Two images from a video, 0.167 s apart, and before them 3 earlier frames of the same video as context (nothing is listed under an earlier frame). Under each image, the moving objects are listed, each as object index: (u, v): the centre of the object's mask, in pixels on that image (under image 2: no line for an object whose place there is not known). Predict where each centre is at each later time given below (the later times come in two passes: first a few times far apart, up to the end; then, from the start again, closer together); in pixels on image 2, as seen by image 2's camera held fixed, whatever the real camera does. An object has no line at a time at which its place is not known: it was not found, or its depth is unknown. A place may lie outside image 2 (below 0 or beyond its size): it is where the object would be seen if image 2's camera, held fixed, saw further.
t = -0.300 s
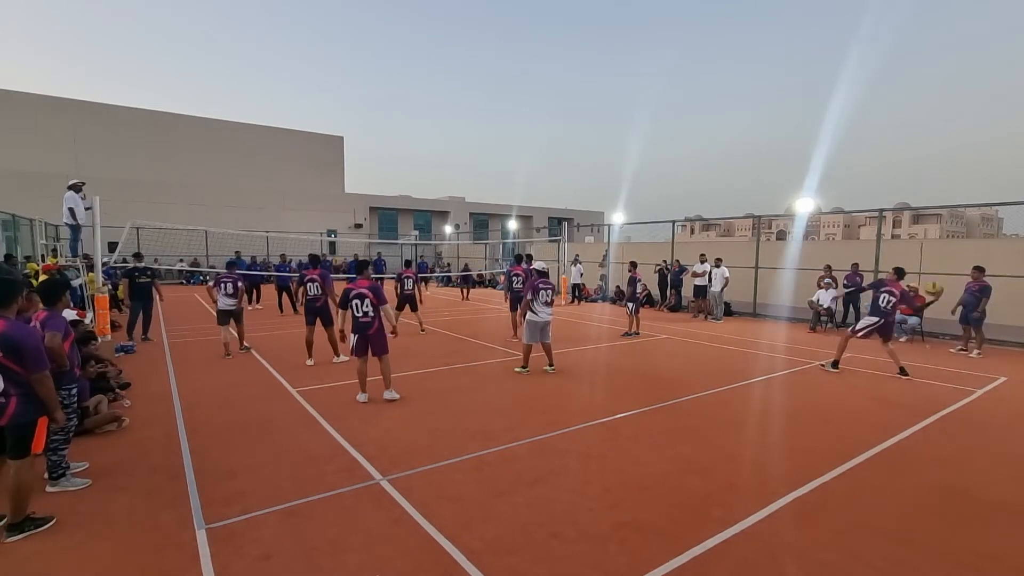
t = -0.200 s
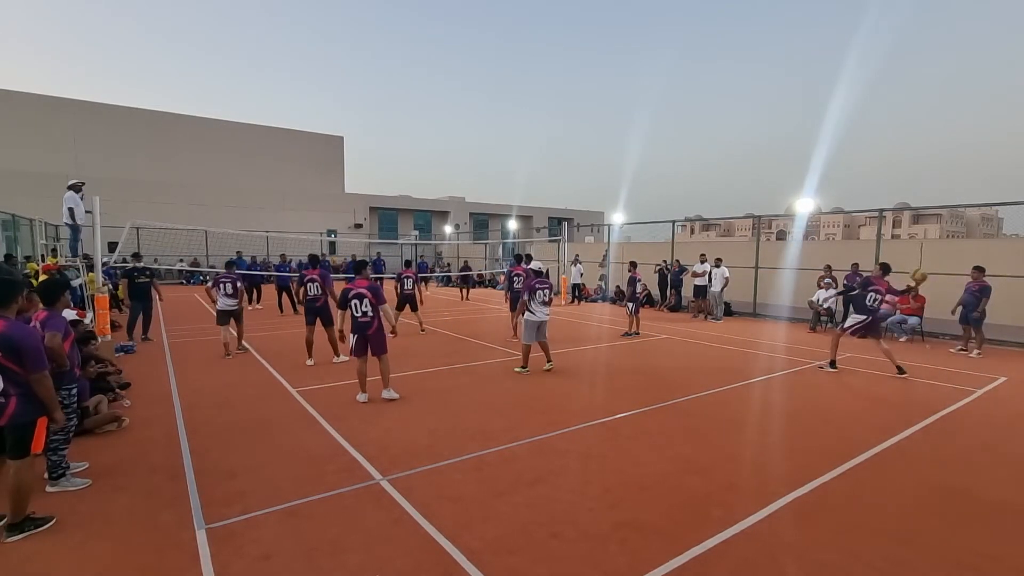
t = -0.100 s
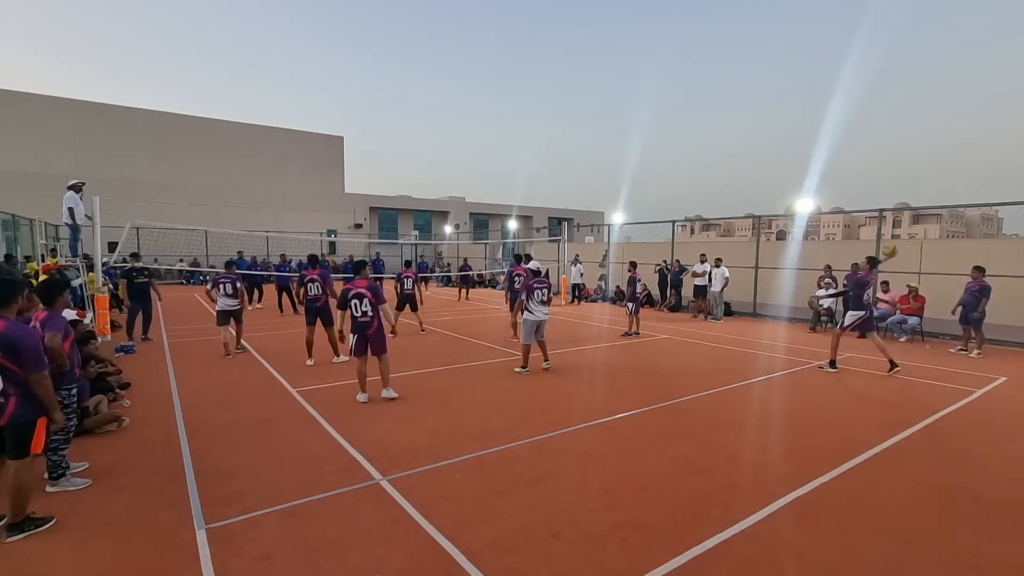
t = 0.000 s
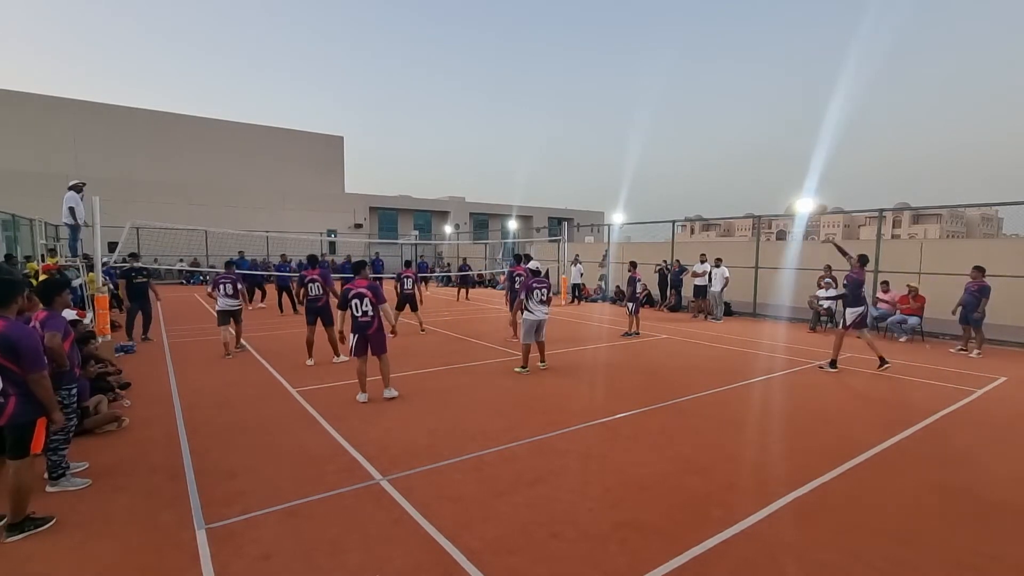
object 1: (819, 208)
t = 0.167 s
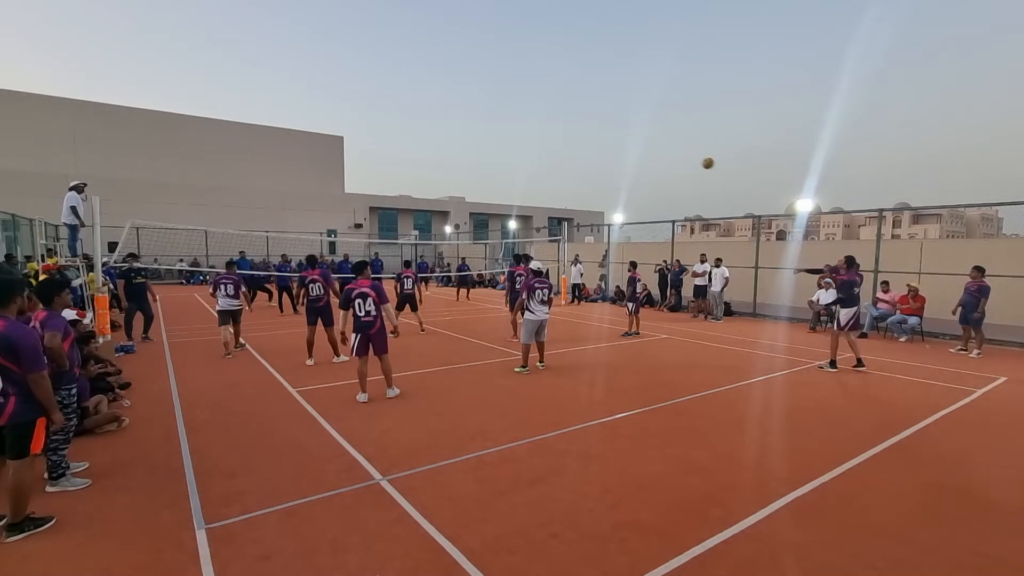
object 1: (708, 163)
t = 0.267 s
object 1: (652, 145)
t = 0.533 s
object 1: (533, 121)
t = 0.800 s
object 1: (444, 125)
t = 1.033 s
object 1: (382, 145)
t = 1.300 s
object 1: (322, 182)
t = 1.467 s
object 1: (290, 212)
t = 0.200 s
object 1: (688, 157)
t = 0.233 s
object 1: (669, 150)
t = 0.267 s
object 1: (652, 145)
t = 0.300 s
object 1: (635, 140)
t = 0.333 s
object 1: (618, 135)
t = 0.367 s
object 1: (603, 132)
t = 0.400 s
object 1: (588, 129)
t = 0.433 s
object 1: (573, 126)
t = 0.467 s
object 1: (559, 124)
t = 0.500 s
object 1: (546, 123)
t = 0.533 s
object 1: (533, 121)
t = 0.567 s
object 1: (521, 121)
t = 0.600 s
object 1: (509, 120)
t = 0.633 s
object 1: (497, 120)
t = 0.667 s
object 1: (486, 120)
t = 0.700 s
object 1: (475, 121)
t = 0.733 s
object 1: (465, 122)
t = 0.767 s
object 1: (454, 123)
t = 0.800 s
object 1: (444, 125)
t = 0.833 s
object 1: (434, 127)
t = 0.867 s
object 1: (425, 129)
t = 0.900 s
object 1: (416, 132)
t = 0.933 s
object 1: (407, 134)
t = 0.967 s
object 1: (399, 138)
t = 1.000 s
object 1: (390, 141)
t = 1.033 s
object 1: (382, 145)
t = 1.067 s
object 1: (374, 148)
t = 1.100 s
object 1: (366, 153)
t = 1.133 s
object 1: (358, 157)
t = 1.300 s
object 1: (322, 182)
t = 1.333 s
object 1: (315, 188)
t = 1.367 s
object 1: (310, 193)
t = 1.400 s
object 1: (303, 200)
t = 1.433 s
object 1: (296, 206)
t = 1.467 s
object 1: (290, 212)
